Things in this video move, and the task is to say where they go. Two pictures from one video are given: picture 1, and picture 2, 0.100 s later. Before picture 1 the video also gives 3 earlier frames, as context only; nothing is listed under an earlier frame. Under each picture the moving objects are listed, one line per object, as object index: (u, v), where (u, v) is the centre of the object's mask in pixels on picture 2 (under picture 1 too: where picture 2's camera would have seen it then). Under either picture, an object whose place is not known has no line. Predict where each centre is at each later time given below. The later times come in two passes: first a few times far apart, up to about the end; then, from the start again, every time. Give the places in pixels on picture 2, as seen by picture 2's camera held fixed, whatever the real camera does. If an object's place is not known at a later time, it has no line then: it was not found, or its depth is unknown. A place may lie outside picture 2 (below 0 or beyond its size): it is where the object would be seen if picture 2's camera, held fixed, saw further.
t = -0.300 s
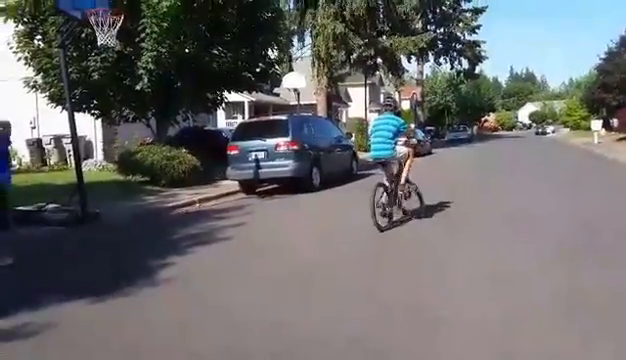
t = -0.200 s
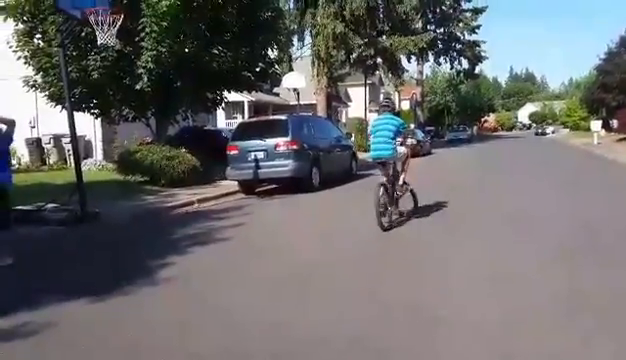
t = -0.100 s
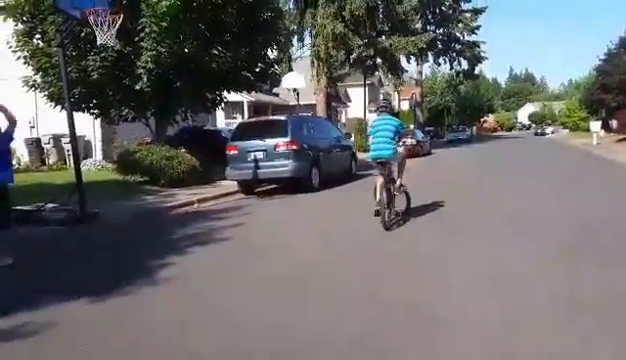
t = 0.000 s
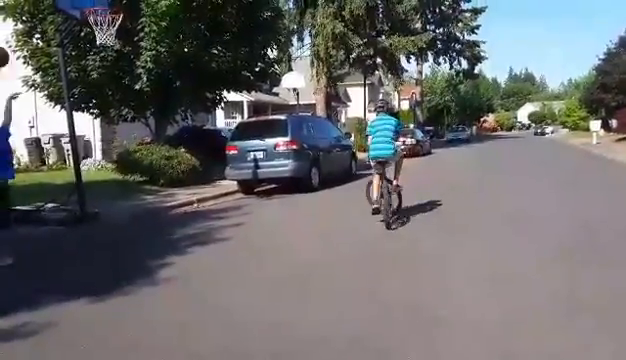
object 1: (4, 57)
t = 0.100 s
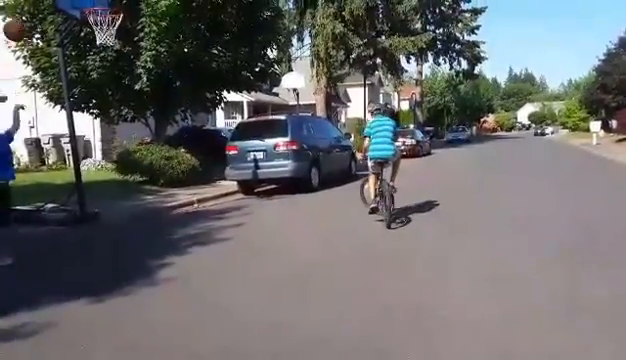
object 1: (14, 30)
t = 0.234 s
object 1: (34, 10)
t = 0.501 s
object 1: (76, 17)
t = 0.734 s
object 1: (107, 60)
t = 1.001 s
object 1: (137, 145)
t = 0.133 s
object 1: (20, 23)
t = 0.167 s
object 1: (25, 18)
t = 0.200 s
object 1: (31, 12)
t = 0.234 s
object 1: (34, 10)
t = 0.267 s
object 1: (42, 7)
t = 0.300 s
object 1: (47, 5)
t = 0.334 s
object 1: (52, 5)
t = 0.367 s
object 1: (58, 7)
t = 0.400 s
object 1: (62, 8)
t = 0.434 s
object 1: (67, 10)
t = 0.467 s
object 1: (72, 14)
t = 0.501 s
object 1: (76, 17)
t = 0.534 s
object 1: (82, 23)
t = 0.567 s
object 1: (87, 28)
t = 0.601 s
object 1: (92, 33)
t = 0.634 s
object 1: (94, 40)
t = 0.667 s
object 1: (100, 46)
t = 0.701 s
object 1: (104, 52)
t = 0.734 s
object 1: (107, 60)
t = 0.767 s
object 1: (111, 69)
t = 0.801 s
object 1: (115, 79)
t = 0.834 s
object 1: (118, 88)
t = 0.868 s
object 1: (122, 99)
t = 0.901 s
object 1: (127, 110)
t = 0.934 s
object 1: (131, 121)
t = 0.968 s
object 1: (133, 131)
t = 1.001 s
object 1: (137, 145)
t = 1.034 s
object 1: (140, 158)
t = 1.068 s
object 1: (141, 158)
